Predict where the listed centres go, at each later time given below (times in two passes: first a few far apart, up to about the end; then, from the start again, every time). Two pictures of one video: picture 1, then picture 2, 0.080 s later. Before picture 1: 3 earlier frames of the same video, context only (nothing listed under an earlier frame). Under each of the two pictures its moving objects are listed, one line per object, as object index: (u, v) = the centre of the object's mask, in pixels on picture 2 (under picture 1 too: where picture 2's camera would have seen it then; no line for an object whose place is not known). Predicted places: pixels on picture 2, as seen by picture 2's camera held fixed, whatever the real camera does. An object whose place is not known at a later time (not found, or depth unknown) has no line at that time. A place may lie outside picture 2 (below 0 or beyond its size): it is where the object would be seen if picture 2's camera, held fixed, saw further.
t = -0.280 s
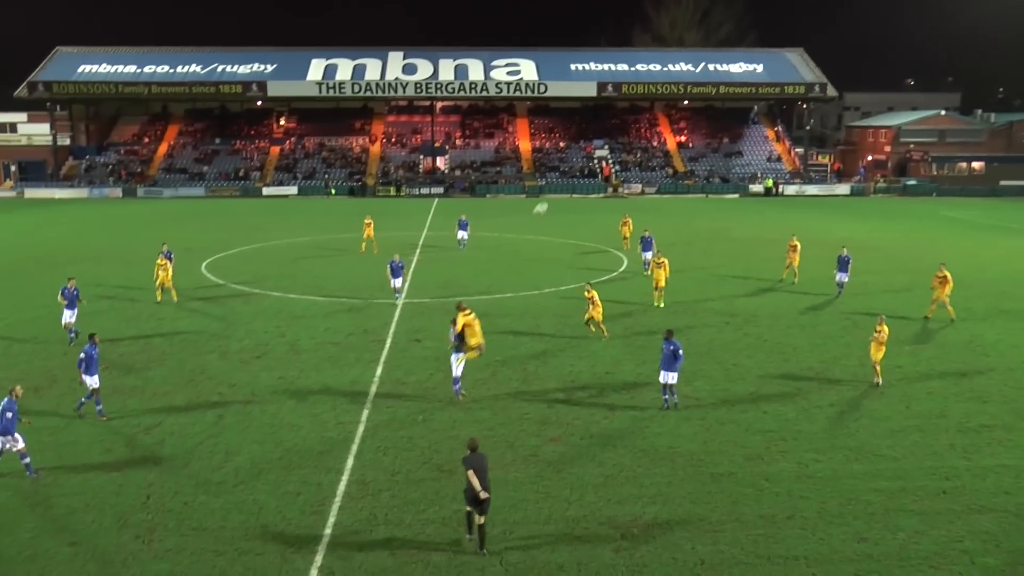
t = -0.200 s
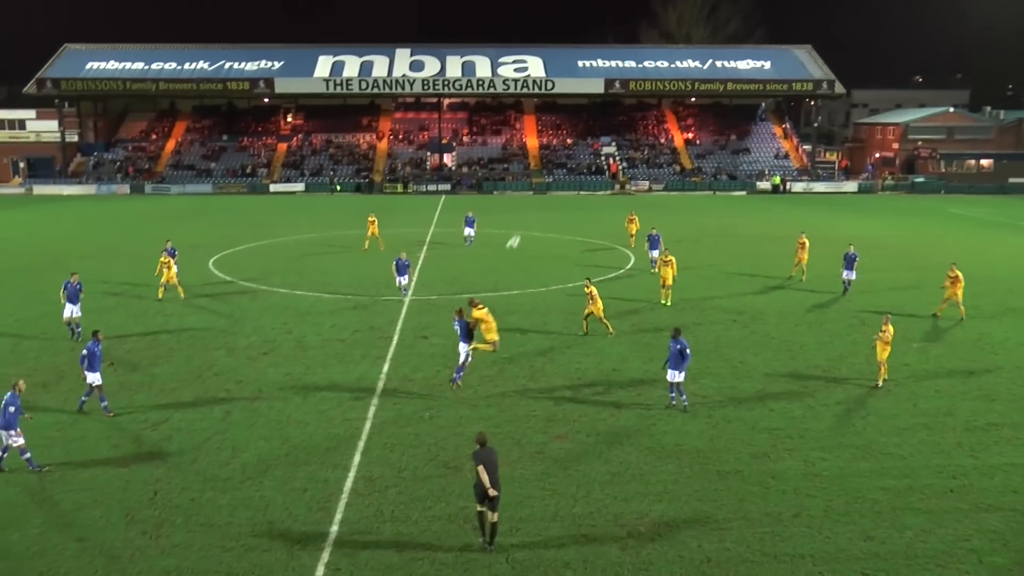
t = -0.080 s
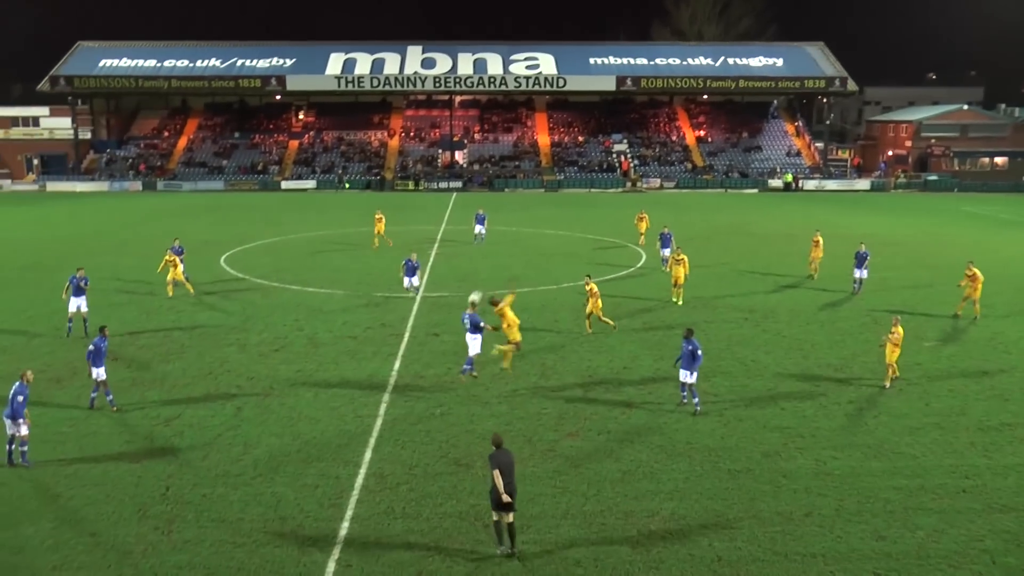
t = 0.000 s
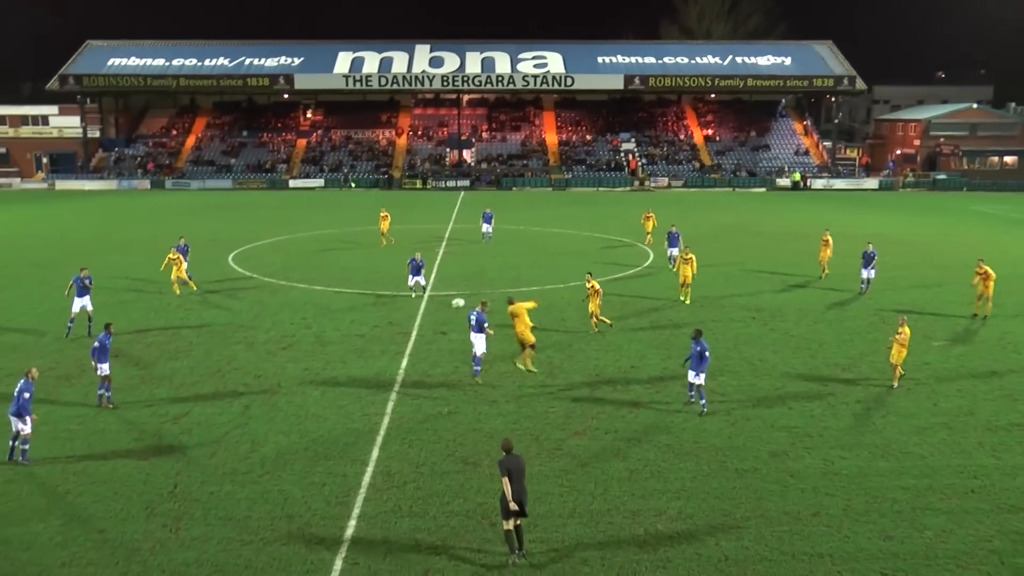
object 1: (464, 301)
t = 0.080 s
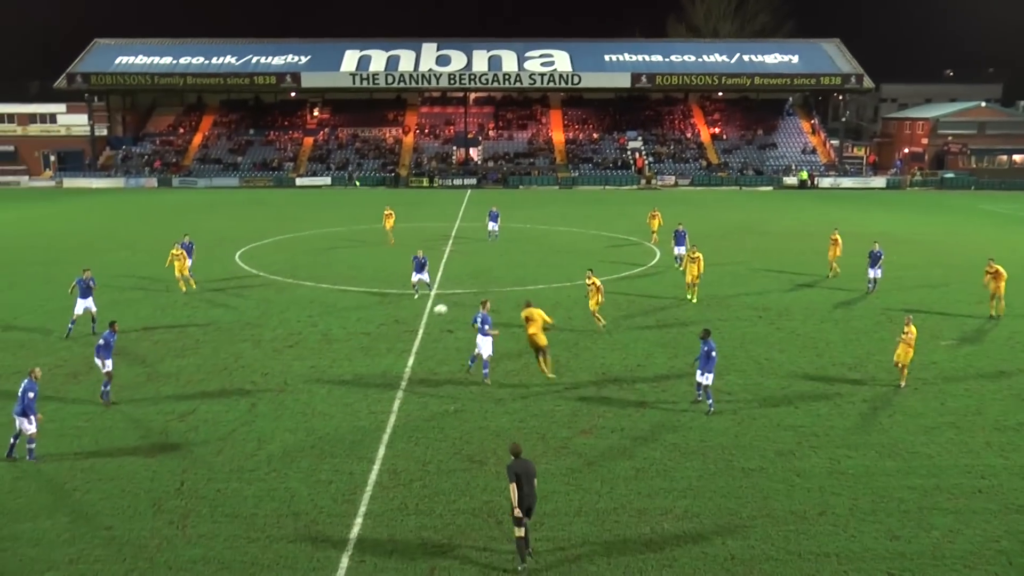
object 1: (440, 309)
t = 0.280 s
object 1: (375, 347)
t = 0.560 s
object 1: (273, 443)
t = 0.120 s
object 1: (428, 314)
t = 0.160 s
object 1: (415, 321)
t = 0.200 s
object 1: (402, 329)
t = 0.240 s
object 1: (389, 337)
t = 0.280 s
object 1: (375, 347)
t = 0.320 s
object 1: (361, 357)
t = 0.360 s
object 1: (347, 369)
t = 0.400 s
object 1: (333, 382)
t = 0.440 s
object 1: (318, 395)
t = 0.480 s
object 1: (304, 411)
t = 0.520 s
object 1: (288, 426)
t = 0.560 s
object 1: (273, 443)
